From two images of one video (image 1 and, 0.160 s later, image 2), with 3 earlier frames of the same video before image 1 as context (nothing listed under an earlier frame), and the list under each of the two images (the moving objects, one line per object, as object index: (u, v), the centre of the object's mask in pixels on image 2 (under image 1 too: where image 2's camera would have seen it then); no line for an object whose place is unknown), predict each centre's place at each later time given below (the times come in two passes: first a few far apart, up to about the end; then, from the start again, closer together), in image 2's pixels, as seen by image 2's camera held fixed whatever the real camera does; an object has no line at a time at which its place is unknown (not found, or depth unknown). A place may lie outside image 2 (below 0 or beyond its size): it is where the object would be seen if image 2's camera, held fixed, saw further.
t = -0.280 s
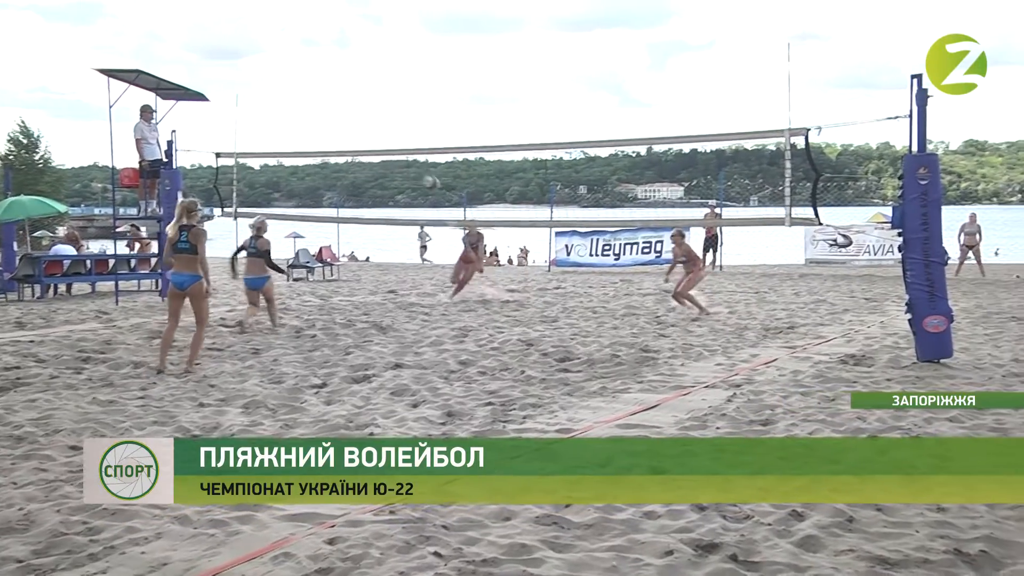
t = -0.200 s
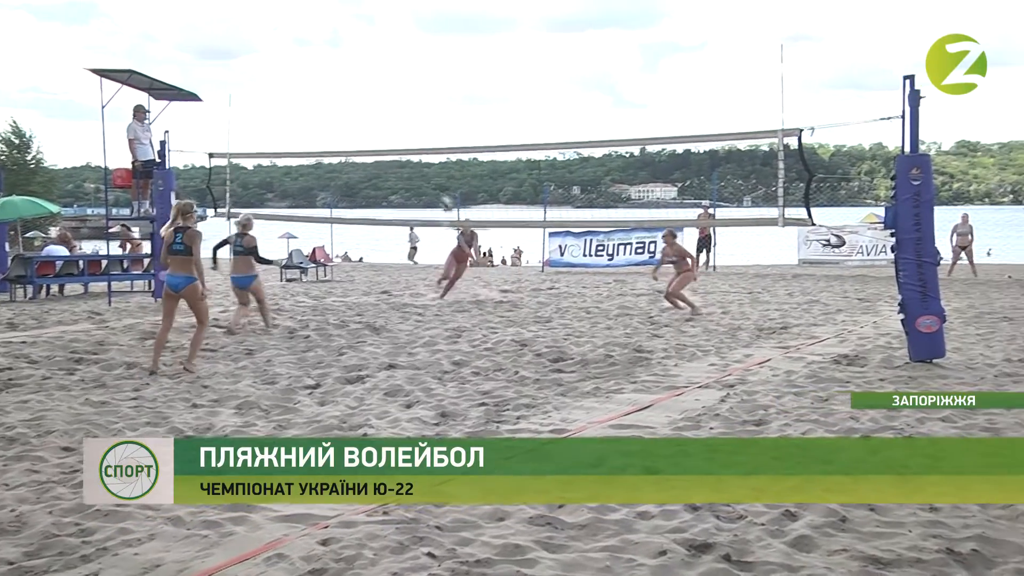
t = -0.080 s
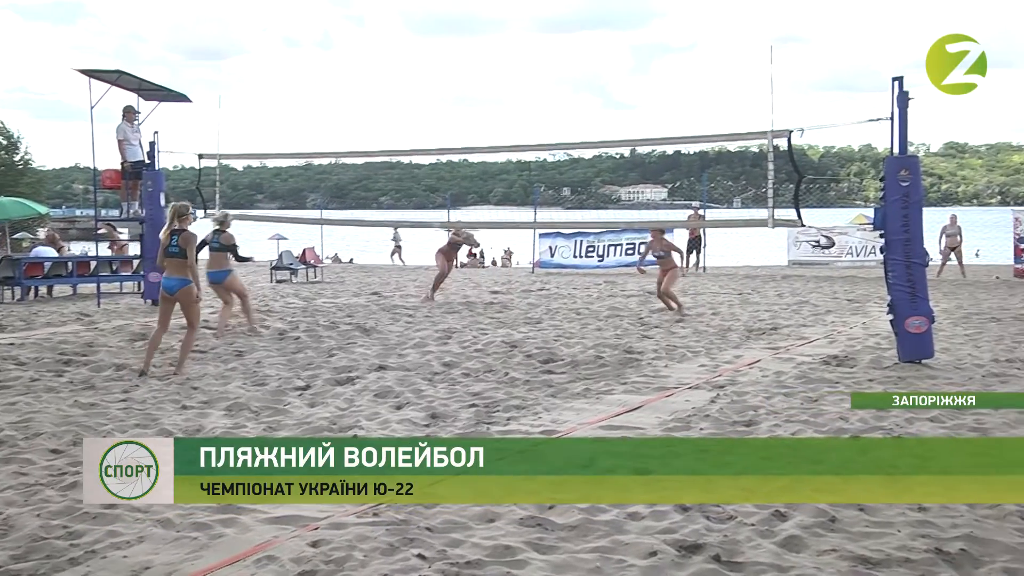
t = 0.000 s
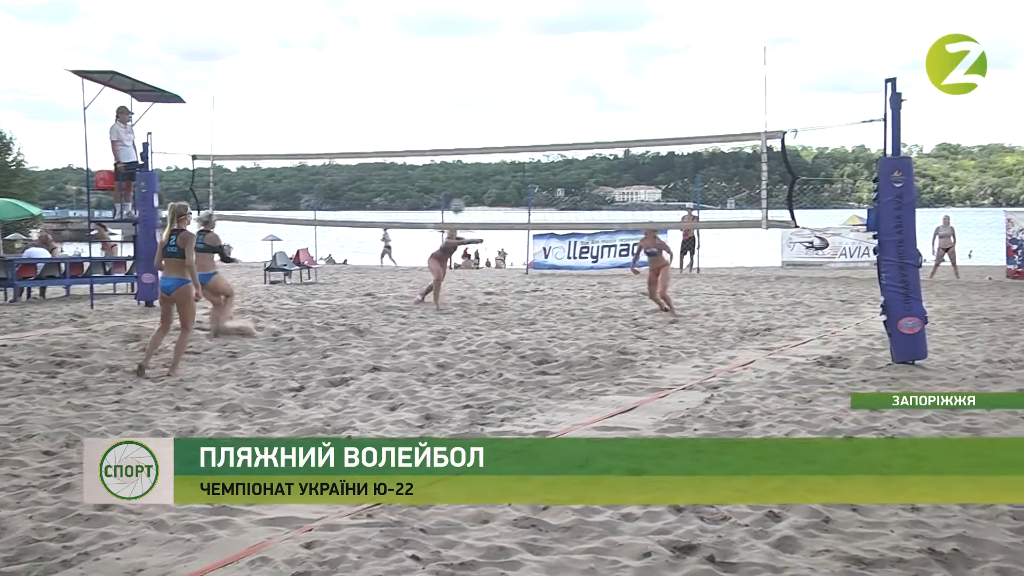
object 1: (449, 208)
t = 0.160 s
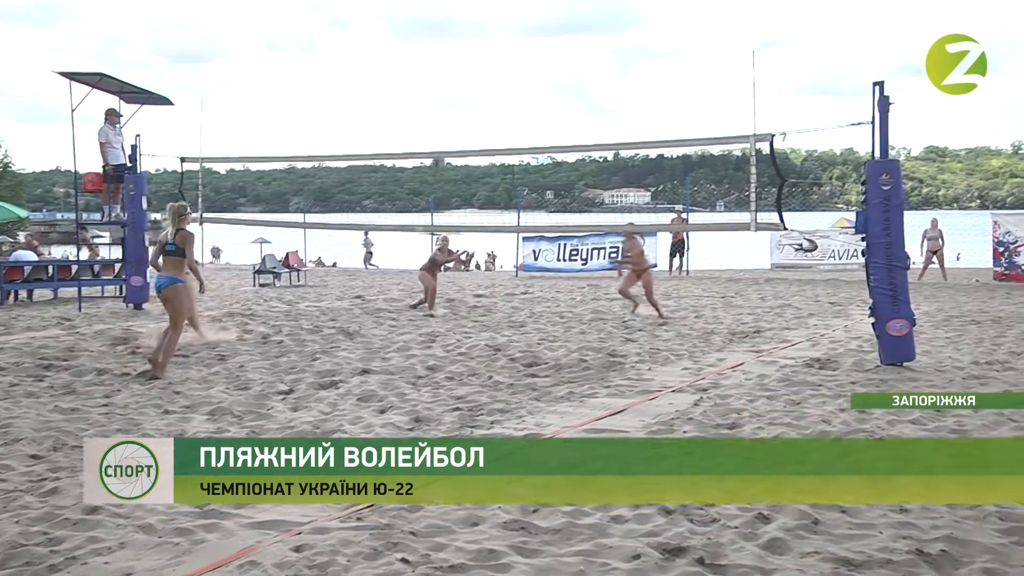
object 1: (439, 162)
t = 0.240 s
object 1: (433, 140)
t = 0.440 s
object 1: (419, 108)
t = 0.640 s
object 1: (406, 103)
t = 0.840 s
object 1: (393, 127)
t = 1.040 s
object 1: (380, 182)
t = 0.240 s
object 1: (433, 140)
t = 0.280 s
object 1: (430, 131)
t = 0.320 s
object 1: (427, 124)
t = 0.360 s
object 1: (425, 118)
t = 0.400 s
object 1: (422, 112)
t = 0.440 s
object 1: (419, 108)
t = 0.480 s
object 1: (417, 105)
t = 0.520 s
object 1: (414, 103)
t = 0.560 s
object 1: (411, 102)
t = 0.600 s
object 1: (409, 102)
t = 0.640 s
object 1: (406, 103)
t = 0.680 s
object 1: (403, 105)
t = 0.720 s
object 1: (400, 109)
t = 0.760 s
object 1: (398, 114)
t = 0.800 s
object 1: (395, 120)
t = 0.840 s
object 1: (393, 127)
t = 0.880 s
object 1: (390, 136)
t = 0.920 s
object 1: (388, 146)
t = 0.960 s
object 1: (385, 159)
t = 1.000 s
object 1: (382, 170)
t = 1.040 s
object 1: (380, 182)
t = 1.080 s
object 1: (378, 198)
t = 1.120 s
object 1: (375, 211)
